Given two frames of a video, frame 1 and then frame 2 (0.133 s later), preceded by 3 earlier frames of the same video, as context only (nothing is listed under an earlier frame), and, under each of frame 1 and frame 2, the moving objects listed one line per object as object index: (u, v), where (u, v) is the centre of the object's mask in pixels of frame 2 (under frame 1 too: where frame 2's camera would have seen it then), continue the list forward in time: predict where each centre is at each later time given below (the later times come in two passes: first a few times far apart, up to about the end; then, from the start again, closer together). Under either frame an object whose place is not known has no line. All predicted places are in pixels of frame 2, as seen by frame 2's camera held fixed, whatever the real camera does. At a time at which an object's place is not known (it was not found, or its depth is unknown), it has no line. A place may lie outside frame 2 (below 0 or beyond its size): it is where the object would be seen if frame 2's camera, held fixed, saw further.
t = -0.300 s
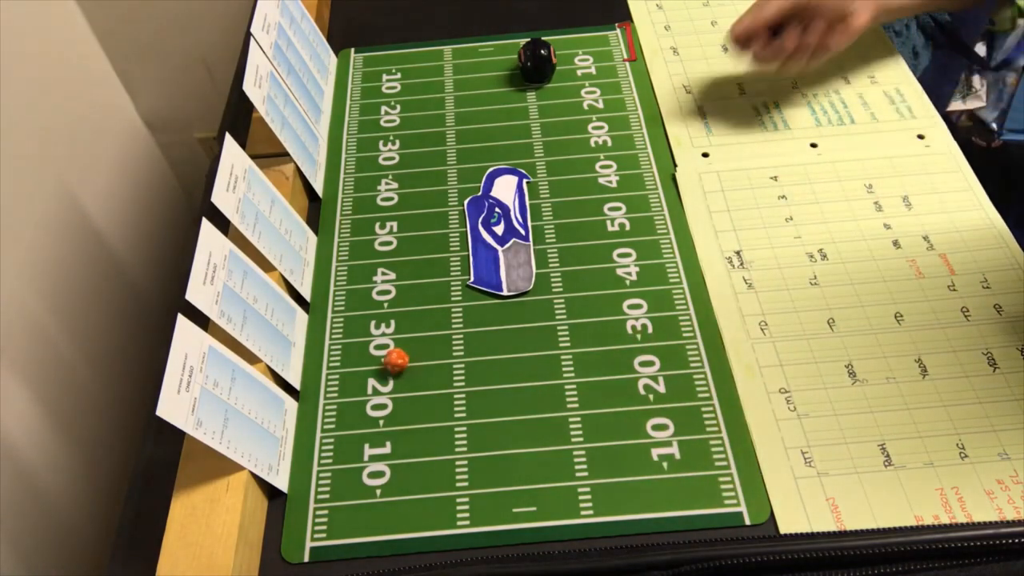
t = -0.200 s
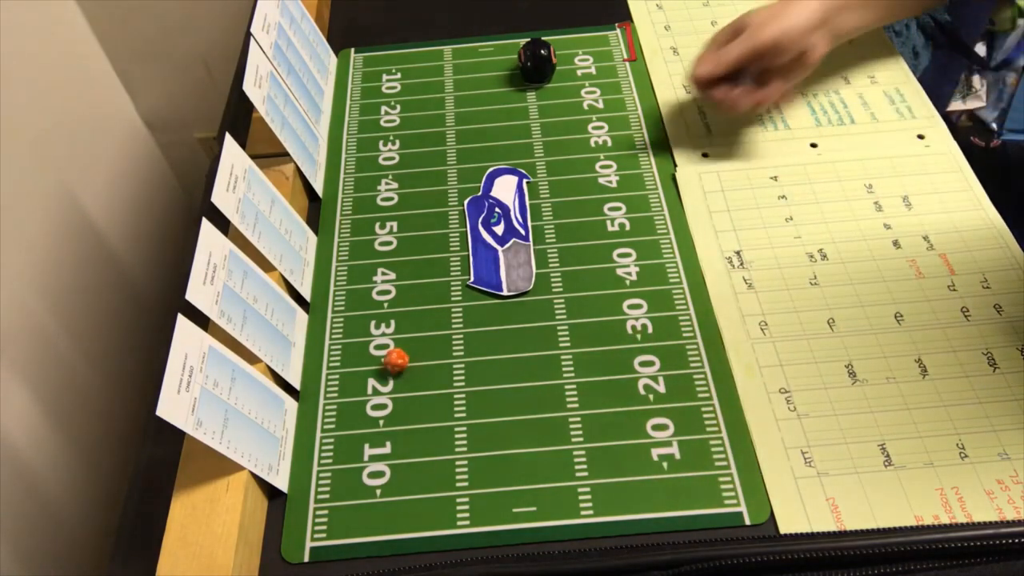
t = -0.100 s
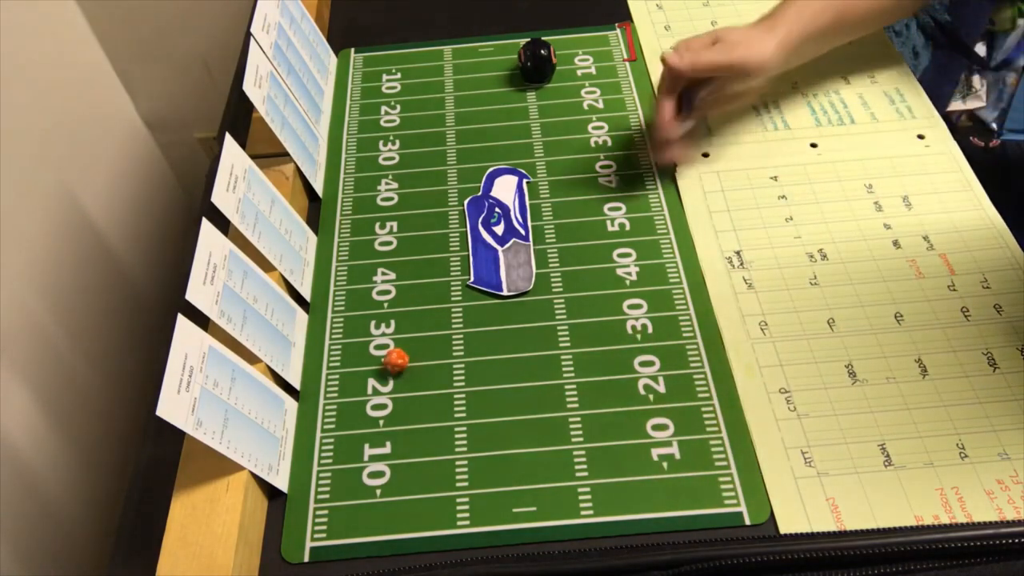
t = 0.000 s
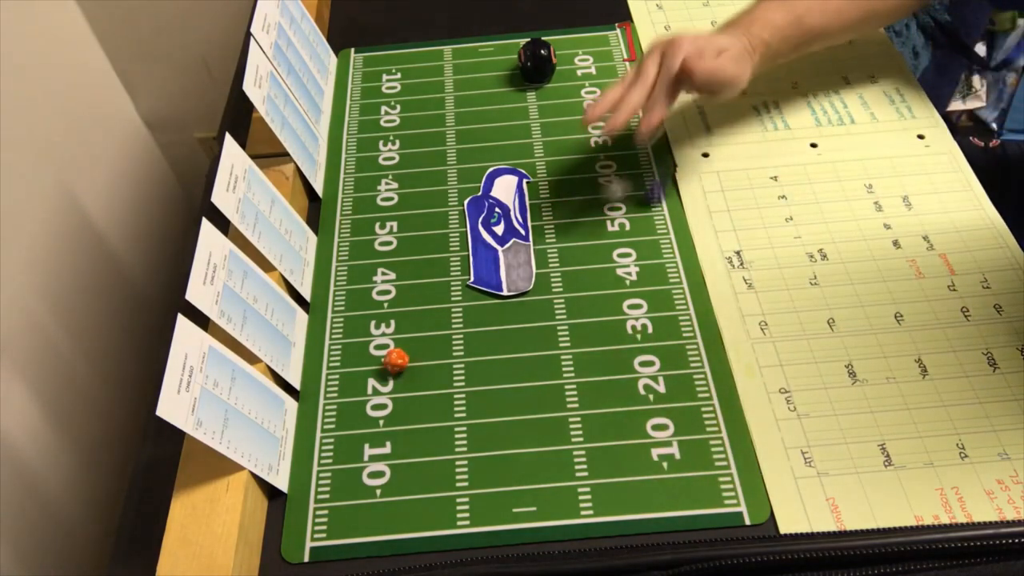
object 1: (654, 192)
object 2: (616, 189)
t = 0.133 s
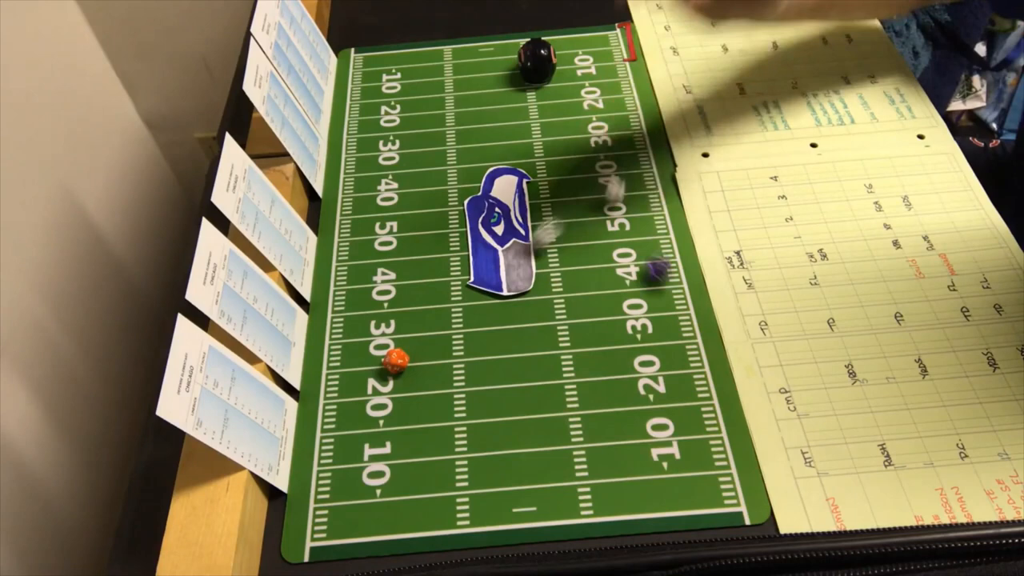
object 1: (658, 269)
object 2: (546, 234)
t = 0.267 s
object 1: (685, 333)
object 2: (486, 280)
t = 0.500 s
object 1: (721, 409)
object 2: (415, 322)
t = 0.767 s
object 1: (724, 410)
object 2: (406, 330)
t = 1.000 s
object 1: (724, 410)
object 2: (406, 330)
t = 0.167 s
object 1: (665, 291)
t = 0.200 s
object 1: (675, 306)
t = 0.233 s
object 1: (681, 321)
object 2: (500, 271)
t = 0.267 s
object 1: (685, 333)
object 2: (486, 280)
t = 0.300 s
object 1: (690, 353)
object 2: (474, 289)
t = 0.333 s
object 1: (699, 367)
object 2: (461, 298)
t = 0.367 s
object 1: (707, 376)
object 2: (452, 303)
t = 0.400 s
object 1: (712, 392)
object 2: (441, 308)
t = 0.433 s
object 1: (716, 399)
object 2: (432, 313)
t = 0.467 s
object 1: (717, 406)
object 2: (423, 317)
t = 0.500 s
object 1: (721, 409)
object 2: (415, 322)
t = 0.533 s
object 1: (723, 410)
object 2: (410, 326)
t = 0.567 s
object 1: (724, 410)
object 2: (407, 329)
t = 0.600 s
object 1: (724, 410)
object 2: (406, 330)
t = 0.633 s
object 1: (724, 410)
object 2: (406, 330)
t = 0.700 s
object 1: (724, 410)
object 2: (406, 330)
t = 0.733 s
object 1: (724, 410)
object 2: (406, 330)
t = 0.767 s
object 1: (724, 410)
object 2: (406, 330)
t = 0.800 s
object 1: (724, 410)
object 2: (406, 330)
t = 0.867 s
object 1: (724, 410)
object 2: (406, 330)
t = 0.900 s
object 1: (724, 410)
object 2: (406, 330)
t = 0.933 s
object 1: (724, 410)
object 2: (406, 330)
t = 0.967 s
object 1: (724, 410)
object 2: (406, 330)
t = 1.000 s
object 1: (724, 410)
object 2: (406, 330)
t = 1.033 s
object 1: (724, 410)
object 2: (406, 330)
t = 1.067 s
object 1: (724, 410)
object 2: (406, 330)
